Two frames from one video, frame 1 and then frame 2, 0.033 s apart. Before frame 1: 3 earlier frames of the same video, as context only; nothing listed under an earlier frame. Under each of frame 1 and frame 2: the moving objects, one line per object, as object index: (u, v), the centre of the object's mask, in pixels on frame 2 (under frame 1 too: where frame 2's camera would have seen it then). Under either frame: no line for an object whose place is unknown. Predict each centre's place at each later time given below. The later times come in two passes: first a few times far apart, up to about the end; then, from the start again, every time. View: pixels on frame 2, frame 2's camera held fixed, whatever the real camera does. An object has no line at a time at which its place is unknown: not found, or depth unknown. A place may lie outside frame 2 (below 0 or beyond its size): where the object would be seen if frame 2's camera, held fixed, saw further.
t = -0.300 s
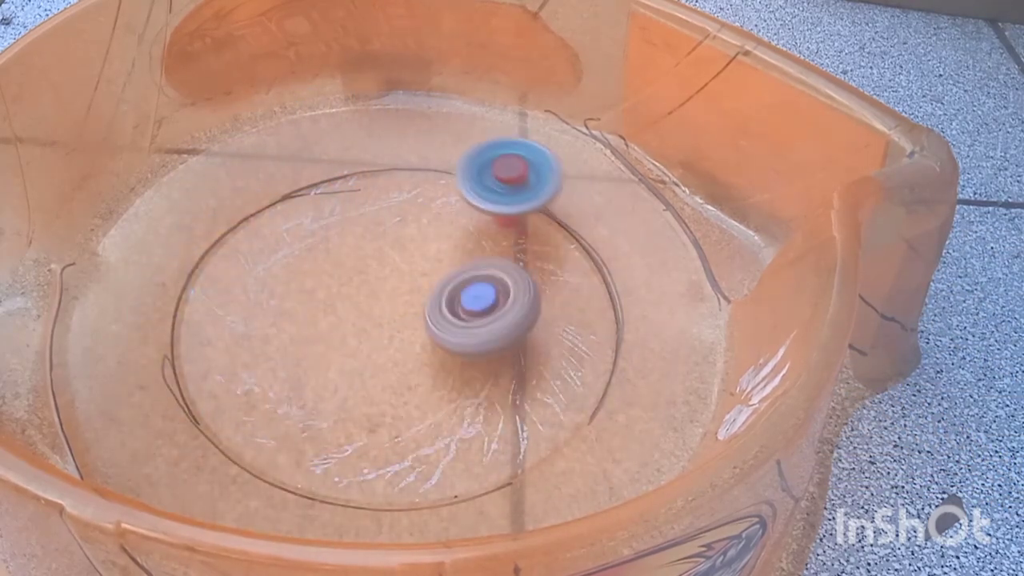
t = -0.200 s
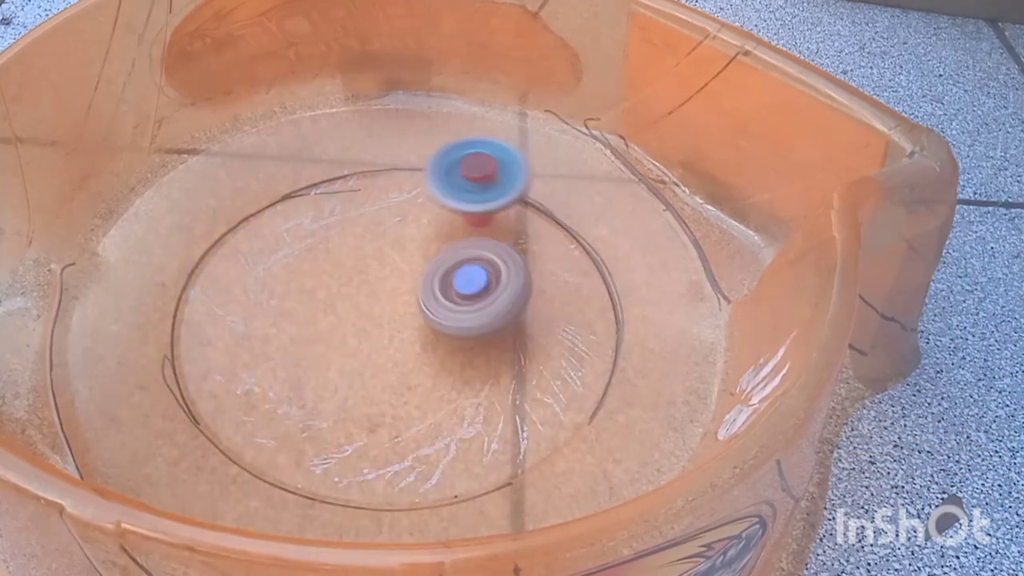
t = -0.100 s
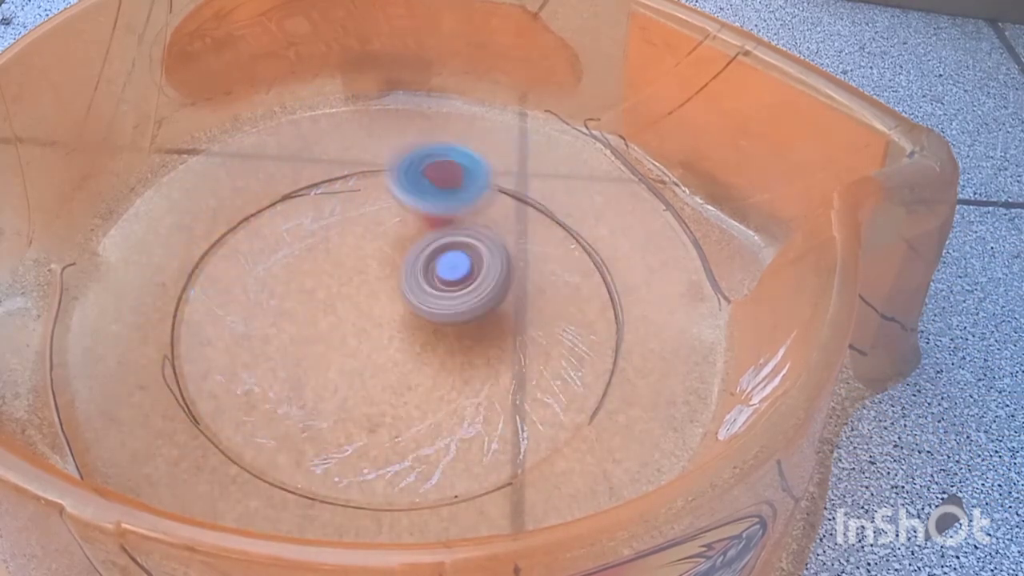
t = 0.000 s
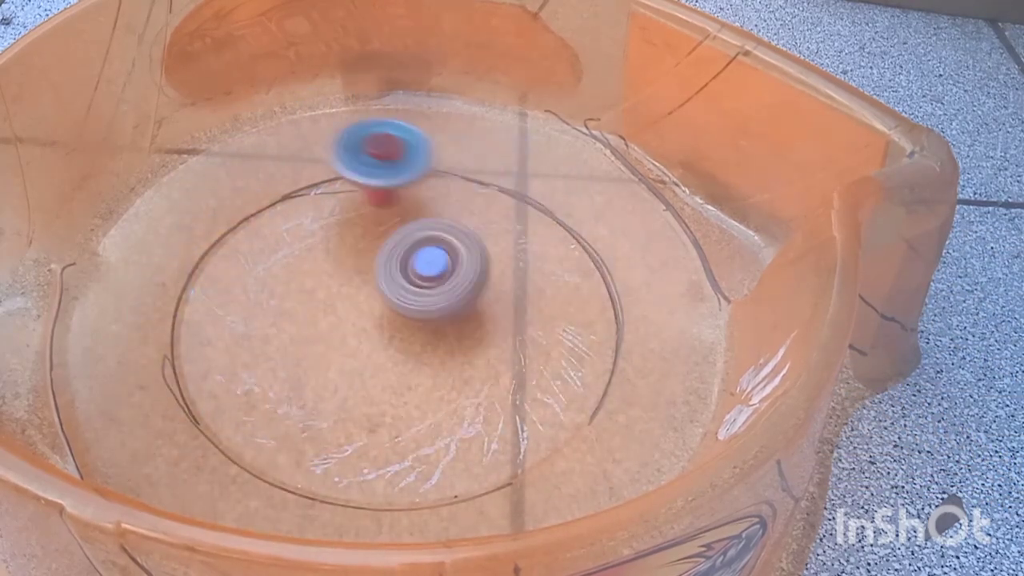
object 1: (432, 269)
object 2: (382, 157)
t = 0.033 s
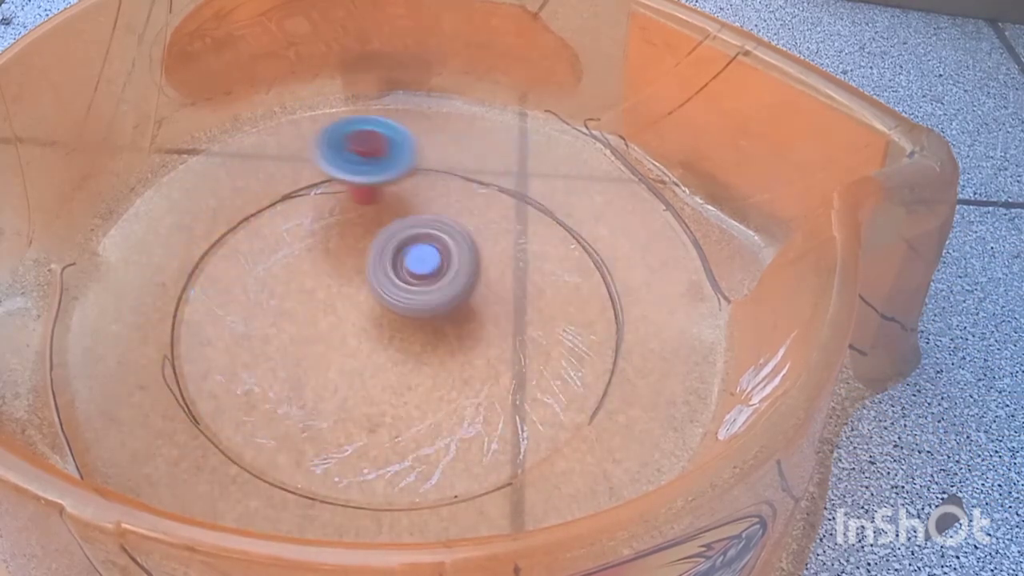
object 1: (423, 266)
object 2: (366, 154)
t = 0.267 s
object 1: (358, 266)
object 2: (259, 178)
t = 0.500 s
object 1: (308, 299)
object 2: (209, 235)
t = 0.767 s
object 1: (338, 388)
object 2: (141, 279)
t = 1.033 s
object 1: (413, 422)
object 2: (133, 295)
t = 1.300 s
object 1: (473, 381)
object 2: (294, 298)
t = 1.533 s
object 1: (454, 323)
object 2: (447, 224)
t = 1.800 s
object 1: (376, 287)
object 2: (535, 182)
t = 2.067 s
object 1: (283, 304)
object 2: (529, 224)
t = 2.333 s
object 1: (242, 357)
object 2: (496, 296)
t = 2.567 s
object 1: (282, 394)
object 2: (398, 349)
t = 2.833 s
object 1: (329, 399)
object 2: (321, 306)
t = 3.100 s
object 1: (361, 349)
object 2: (247, 256)
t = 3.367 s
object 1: (342, 302)
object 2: (230, 215)
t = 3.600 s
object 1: (327, 308)
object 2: (232, 226)
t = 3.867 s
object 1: (340, 374)
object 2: (296, 193)
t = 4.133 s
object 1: (378, 393)
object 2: (400, 180)
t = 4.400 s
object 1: (405, 356)
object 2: (484, 233)
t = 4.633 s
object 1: (377, 316)
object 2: (522, 304)
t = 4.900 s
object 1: (309, 306)
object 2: (468, 376)
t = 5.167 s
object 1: (255, 329)
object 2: (339, 389)
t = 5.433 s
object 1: (263, 375)
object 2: (406, 343)
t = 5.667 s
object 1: (334, 377)
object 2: (404, 287)
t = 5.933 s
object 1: (367, 336)
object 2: (451, 151)
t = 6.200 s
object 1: (336, 269)
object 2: (407, 129)
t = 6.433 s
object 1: (230, 211)
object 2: (422, 201)
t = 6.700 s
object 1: (243, 201)
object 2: (443, 329)
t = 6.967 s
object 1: (308, 252)
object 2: (359, 431)
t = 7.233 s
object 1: (447, 361)
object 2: (286, 396)
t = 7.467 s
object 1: (531, 413)
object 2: (280, 295)
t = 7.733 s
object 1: (507, 381)
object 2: (352, 202)
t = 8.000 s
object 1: (354, 268)
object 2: (473, 175)
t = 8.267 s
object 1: (179, 231)
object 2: (545, 264)
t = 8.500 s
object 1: (286, 305)
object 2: (533, 394)
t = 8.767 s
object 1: (421, 335)
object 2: (317, 467)
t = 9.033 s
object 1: (456, 244)
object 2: (206, 317)
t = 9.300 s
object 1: (423, 180)
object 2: (336, 159)
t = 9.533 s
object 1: (437, 210)
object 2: (335, 126)
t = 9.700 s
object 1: (432, 200)
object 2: (335, 142)
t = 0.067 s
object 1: (414, 264)
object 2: (349, 152)
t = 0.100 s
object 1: (405, 262)
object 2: (333, 152)
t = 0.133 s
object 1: (396, 261)
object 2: (317, 152)
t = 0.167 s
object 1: (386, 261)
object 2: (302, 156)
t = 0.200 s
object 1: (377, 262)
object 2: (287, 165)
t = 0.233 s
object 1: (367, 264)
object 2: (272, 172)
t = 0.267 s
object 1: (358, 266)
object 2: (259, 178)
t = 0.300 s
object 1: (350, 268)
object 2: (249, 184)
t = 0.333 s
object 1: (341, 272)
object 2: (240, 190)
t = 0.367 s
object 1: (333, 277)
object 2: (233, 198)
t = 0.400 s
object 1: (326, 281)
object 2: (227, 207)
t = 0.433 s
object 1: (319, 286)
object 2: (222, 216)
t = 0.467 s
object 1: (313, 292)
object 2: (217, 226)
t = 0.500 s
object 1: (308, 299)
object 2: (209, 235)
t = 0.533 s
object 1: (304, 309)
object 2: (200, 245)
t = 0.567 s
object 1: (301, 315)
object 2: (193, 255)
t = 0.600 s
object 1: (299, 322)
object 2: (187, 265)
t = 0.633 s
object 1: (298, 329)
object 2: (184, 275)
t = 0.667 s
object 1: (299, 339)
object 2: (180, 282)
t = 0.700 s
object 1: (302, 348)
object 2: (182, 293)
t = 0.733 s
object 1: (318, 366)
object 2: (162, 284)
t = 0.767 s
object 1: (338, 388)
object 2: (141, 279)
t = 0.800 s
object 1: (351, 401)
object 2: (130, 274)
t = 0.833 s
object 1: (360, 409)
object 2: (123, 279)
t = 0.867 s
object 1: (368, 414)
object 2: (121, 280)
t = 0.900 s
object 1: (376, 420)
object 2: (122, 284)
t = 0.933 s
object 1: (385, 423)
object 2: (124, 289)
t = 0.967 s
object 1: (394, 423)
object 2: (126, 292)
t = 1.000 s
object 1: (403, 423)
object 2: (128, 294)
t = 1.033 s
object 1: (413, 422)
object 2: (133, 295)
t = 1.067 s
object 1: (425, 421)
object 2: (143, 298)
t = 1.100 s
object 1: (433, 418)
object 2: (157, 301)
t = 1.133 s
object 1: (443, 414)
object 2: (176, 307)
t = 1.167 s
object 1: (451, 409)
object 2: (200, 316)
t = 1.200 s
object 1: (460, 403)
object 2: (225, 318)
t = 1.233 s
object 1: (465, 396)
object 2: (248, 314)
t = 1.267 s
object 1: (470, 389)
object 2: (271, 307)
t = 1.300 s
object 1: (473, 381)
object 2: (294, 298)
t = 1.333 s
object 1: (474, 373)
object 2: (318, 287)
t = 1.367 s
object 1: (475, 364)
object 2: (342, 275)
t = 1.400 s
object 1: (473, 355)
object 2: (366, 263)
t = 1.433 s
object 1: (470, 346)
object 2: (389, 251)
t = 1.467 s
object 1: (466, 339)
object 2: (410, 240)
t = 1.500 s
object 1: (461, 330)
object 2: (430, 231)
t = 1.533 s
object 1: (454, 323)
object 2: (447, 224)
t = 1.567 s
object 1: (447, 318)
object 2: (464, 216)
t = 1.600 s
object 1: (438, 312)
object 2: (477, 210)
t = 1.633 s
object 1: (430, 306)
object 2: (490, 204)
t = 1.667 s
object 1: (420, 300)
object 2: (501, 198)
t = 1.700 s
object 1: (411, 296)
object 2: (512, 193)
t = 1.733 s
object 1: (399, 292)
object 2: (521, 188)
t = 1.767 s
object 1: (388, 289)
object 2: (529, 184)
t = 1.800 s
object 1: (376, 287)
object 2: (535, 182)
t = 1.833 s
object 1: (364, 286)
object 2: (536, 182)
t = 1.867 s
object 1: (351, 286)
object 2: (530, 187)
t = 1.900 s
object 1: (339, 288)
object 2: (525, 191)
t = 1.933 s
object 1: (327, 290)
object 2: (525, 196)
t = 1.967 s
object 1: (316, 292)
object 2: (526, 202)
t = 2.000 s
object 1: (304, 296)
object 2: (528, 208)
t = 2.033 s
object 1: (293, 299)
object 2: (529, 215)
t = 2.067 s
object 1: (283, 304)
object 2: (529, 224)
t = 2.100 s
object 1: (274, 309)
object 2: (528, 232)
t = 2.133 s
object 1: (266, 315)
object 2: (527, 241)
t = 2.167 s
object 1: (259, 322)
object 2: (524, 251)
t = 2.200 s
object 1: (252, 328)
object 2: (522, 260)
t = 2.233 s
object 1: (248, 335)
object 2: (517, 270)
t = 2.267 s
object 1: (245, 342)
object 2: (511, 279)
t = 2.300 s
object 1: (243, 349)
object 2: (504, 288)
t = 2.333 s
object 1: (242, 357)
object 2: (496, 296)
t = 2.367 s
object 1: (244, 364)
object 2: (485, 305)
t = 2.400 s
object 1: (247, 370)
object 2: (473, 313)
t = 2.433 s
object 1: (250, 377)
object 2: (459, 322)
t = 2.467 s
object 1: (257, 382)
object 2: (445, 330)
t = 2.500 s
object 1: (264, 386)
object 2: (430, 337)
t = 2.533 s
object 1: (272, 391)
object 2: (414, 344)
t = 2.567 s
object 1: (282, 394)
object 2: (398, 349)
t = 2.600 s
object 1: (286, 398)
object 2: (383, 353)
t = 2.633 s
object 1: (287, 403)
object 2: (380, 348)
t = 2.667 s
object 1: (290, 407)
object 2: (379, 338)
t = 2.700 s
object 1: (298, 408)
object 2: (372, 332)
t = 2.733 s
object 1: (305, 407)
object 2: (360, 326)
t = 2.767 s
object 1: (313, 405)
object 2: (346, 318)
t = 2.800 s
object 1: (323, 402)
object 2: (334, 311)
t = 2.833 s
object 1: (329, 399)
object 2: (321, 306)
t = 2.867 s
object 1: (336, 396)
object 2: (309, 300)
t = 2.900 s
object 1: (342, 391)
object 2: (298, 293)
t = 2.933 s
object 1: (347, 385)
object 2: (288, 287)
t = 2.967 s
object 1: (351, 380)
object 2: (278, 280)
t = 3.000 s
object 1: (356, 372)
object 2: (268, 273)
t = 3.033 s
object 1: (359, 364)
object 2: (260, 267)
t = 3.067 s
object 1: (360, 357)
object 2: (253, 261)
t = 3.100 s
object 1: (361, 349)
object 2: (247, 256)
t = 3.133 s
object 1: (361, 342)
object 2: (242, 251)
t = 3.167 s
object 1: (359, 334)
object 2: (238, 247)
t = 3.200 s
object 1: (357, 325)
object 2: (236, 243)
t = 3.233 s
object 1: (354, 319)
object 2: (236, 239)
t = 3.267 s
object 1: (349, 311)
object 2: (236, 236)
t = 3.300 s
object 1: (343, 306)
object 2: (239, 233)
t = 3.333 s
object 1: (336, 299)
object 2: (242, 231)
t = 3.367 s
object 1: (342, 302)
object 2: (230, 215)
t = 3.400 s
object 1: (352, 303)
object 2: (213, 202)
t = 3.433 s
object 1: (358, 306)
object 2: (211, 197)
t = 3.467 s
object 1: (359, 306)
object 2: (211, 200)
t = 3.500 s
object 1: (354, 306)
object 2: (213, 202)
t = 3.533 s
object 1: (344, 305)
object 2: (215, 206)
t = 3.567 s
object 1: (335, 306)
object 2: (224, 218)
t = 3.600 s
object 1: (327, 308)
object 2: (232, 226)
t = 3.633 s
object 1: (322, 312)
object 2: (238, 228)
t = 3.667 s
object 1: (329, 328)
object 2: (231, 212)
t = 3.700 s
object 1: (336, 342)
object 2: (232, 195)
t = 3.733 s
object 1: (338, 351)
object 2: (240, 190)
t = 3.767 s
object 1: (338, 355)
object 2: (254, 194)
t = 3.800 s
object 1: (337, 362)
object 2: (271, 197)
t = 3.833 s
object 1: (339, 368)
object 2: (284, 196)
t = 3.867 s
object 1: (340, 374)
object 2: (296, 193)
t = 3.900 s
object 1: (342, 379)
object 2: (308, 188)
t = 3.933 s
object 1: (345, 384)
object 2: (321, 185)
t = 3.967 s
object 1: (349, 388)
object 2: (334, 182)
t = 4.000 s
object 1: (354, 391)
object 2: (348, 180)
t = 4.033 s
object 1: (360, 393)
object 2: (361, 179)
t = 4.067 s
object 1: (366, 394)
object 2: (374, 178)
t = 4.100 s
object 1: (372, 394)
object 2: (387, 179)
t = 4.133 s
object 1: (378, 393)
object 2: (400, 180)
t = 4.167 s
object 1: (384, 390)
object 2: (412, 183)
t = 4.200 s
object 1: (389, 387)
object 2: (423, 186)
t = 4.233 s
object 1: (394, 383)
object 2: (434, 192)
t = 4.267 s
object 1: (398, 379)
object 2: (445, 199)
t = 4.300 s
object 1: (402, 373)
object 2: (455, 206)
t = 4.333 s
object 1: (403, 368)
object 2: (465, 215)
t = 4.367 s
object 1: (405, 362)
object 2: (475, 223)
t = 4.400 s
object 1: (405, 356)
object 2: (484, 233)
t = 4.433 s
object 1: (403, 349)
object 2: (493, 242)
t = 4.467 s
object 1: (402, 343)
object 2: (501, 252)
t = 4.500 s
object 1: (399, 337)
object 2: (508, 263)
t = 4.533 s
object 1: (394, 331)
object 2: (514, 274)
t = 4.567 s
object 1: (390, 326)
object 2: (518, 284)
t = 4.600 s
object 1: (384, 321)
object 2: (521, 294)
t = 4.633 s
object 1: (377, 316)
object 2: (522, 304)
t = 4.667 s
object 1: (370, 313)
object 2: (522, 315)
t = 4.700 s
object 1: (362, 310)
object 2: (520, 325)
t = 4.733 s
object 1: (354, 307)
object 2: (516, 334)
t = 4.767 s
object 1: (345, 306)
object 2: (510, 344)
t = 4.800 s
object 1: (336, 305)
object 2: (502, 352)
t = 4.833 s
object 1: (327, 305)
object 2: (492, 361)
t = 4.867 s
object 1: (318, 305)
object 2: (481, 369)
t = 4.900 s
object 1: (309, 306)
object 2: (468, 376)
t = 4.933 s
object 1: (300, 308)
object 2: (454, 383)
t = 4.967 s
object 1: (293, 311)
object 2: (438, 388)
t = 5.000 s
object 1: (285, 314)
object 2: (422, 392)
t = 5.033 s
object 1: (278, 316)
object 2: (404, 394)
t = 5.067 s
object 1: (273, 320)
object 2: (388, 395)
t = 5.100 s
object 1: (268, 325)
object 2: (371, 395)
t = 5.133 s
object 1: (262, 327)
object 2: (356, 393)
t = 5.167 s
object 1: (255, 329)
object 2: (339, 389)
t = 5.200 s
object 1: (249, 331)
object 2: (328, 382)
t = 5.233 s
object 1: (242, 334)
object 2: (333, 374)
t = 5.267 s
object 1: (243, 338)
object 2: (349, 381)
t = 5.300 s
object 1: (244, 346)
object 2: (364, 376)
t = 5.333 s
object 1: (243, 352)
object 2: (382, 366)
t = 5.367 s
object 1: (247, 363)
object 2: (396, 356)
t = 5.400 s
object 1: (254, 369)
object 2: (403, 349)
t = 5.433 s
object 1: (263, 375)
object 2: (406, 343)
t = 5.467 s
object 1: (272, 378)
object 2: (406, 337)
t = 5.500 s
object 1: (283, 380)
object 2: (406, 330)
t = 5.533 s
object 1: (295, 380)
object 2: (405, 322)
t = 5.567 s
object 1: (307, 379)
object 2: (404, 315)
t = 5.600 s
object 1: (319, 377)
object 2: (402, 308)
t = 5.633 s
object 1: (329, 374)
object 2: (401, 299)
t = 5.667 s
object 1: (334, 377)
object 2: (404, 287)
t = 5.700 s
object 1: (339, 375)
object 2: (416, 264)
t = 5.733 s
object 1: (348, 375)
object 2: (429, 240)
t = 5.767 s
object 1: (355, 370)
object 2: (436, 219)
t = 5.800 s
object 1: (360, 365)
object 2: (443, 201)
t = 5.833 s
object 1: (363, 358)
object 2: (447, 189)
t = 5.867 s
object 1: (366, 352)
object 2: (448, 176)
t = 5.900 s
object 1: (367, 344)
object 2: (449, 163)
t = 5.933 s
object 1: (367, 336)
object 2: (451, 151)
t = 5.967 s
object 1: (365, 327)
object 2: (450, 139)
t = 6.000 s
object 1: (362, 319)
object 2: (443, 133)
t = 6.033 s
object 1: (359, 310)
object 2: (437, 128)
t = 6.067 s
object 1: (356, 304)
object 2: (431, 124)
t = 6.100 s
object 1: (351, 295)
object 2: (425, 123)
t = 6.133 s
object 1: (346, 286)
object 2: (419, 123)
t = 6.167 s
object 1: (341, 277)
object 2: (413, 125)
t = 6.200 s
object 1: (336, 269)
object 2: (407, 129)
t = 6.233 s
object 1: (329, 260)
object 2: (400, 136)
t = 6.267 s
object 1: (323, 252)
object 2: (387, 148)
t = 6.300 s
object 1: (315, 242)
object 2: (380, 158)
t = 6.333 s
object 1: (291, 236)
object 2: (395, 165)
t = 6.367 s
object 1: (267, 228)
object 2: (408, 175)
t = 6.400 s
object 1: (246, 220)
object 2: (415, 187)
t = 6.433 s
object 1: (230, 211)
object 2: (422, 201)
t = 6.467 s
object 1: (221, 203)
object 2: (428, 215)
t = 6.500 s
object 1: (217, 197)
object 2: (434, 231)
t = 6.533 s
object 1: (214, 194)
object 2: (439, 247)
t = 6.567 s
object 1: (218, 192)
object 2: (444, 263)
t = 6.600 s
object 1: (222, 192)
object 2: (447, 279)
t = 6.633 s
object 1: (228, 193)
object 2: (447, 297)
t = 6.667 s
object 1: (235, 197)
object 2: (445, 313)
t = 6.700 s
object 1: (243, 201)
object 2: (443, 329)
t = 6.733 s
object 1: (252, 210)
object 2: (438, 346)
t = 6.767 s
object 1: (261, 217)
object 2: (431, 361)
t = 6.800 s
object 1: (268, 222)
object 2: (423, 377)
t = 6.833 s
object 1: (274, 227)
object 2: (412, 391)
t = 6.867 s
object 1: (278, 232)
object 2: (401, 404)
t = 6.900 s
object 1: (286, 236)
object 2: (388, 416)
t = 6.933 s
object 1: (295, 243)
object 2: (373, 425)
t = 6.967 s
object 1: (308, 252)
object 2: (359, 431)
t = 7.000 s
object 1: (322, 262)
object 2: (345, 436)
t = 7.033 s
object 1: (340, 275)
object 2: (331, 437)
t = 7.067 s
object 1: (355, 286)
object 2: (326, 435)
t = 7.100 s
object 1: (373, 301)
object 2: (320, 428)
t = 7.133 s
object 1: (394, 316)
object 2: (310, 422)
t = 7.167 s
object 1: (413, 332)
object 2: (300, 415)
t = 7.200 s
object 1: (431, 348)
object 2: (293, 407)
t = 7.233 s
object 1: (447, 361)
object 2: (286, 396)
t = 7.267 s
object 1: (467, 376)
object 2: (280, 384)
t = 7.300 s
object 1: (484, 387)
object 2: (276, 372)
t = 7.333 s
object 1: (499, 398)
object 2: (274, 358)
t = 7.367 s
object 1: (510, 405)
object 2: (273, 343)
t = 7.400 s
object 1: (519, 410)
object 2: (274, 328)
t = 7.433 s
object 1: (526, 412)
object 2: (277, 311)
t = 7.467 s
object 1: (531, 413)
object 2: (280, 295)
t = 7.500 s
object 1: (533, 413)
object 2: (285, 281)
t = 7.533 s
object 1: (533, 412)
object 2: (291, 267)
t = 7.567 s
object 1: (530, 410)
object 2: (298, 253)
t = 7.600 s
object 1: (527, 406)
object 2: (307, 241)
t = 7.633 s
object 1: (523, 402)
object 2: (316, 229)
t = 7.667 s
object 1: (519, 397)
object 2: (328, 218)
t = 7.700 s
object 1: (514, 390)
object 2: (340, 210)
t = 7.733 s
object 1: (507, 381)
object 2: (352, 202)
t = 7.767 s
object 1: (499, 371)
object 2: (364, 196)
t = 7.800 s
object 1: (487, 358)
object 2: (377, 190)
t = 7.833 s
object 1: (474, 344)
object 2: (390, 186)
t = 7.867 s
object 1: (457, 326)
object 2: (403, 184)
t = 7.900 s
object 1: (441, 309)
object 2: (415, 182)
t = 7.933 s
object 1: (422, 290)
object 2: (427, 183)
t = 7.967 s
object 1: (394, 275)
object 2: (439, 182)
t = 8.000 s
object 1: (354, 268)
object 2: (473, 175)
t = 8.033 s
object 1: (315, 260)
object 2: (496, 173)
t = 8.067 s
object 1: (280, 252)
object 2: (511, 176)
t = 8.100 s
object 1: (249, 246)
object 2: (515, 186)
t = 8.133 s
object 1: (215, 237)
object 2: (515, 198)
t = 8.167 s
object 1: (197, 230)
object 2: (516, 210)
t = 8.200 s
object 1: (187, 229)
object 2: (522, 227)
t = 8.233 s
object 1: (180, 228)
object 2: (533, 246)
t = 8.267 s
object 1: (179, 231)
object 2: (545, 264)
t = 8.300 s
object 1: (184, 236)
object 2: (557, 284)
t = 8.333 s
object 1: (195, 241)
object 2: (565, 302)
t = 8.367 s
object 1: (209, 250)
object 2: (569, 321)
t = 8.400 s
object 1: (228, 260)
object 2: (568, 342)
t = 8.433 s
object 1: (244, 270)
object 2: (563, 364)
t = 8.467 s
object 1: (265, 283)
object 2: (552, 381)
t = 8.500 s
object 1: (286, 305)
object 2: (533, 394)
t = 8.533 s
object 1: (303, 321)
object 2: (509, 403)
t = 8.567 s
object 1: (329, 344)
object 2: (484, 420)
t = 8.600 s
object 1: (352, 362)
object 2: (454, 434)
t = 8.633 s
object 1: (373, 370)
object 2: (428, 454)
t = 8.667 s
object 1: (391, 361)
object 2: (406, 459)
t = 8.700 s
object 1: (400, 358)
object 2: (380, 470)
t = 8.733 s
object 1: (411, 345)
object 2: (347, 469)
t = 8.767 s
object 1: (421, 335)
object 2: (317, 467)
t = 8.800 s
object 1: (429, 328)
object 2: (286, 454)
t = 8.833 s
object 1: (437, 316)
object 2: (259, 441)
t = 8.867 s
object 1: (443, 306)
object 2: (235, 420)
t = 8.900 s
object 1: (447, 294)
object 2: (217, 399)
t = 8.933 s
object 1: (452, 281)
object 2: (203, 376)
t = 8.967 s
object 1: (454, 270)
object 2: (197, 356)
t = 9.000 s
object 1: (456, 255)
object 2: (199, 333)
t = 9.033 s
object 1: (456, 244)
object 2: (206, 317)
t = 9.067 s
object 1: (454, 232)
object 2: (222, 298)
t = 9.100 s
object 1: (448, 223)
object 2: (235, 277)
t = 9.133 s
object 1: (441, 215)
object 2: (252, 257)
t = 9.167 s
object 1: (434, 207)
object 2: (274, 233)
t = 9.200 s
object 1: (426, 199)
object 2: (301, 209)
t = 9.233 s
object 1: (422, 194)
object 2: (325, 187)
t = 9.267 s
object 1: (424, 184)
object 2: (334, 172)
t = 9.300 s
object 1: (423, 180)
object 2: (336, 159)
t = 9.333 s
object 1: (426, 177)
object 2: (340, 153)
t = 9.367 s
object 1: (427, 177)
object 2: (347, 151)
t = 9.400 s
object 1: (424, 182)
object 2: (351, 151)
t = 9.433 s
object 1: (429, 193)
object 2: (344, 147)
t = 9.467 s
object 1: (433, 203)
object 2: (340, 134)
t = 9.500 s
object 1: (434, 207)
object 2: (338, 126)
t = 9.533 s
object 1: (437, 210)
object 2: (335, 126)
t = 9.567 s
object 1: (439, 211)
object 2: (334, 123)
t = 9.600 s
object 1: (440, 211)
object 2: (333, 123)
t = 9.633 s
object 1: (440, 209)
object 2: (333, 126)
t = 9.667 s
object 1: (437, 206)
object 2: (332, 132)
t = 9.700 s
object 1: (432, 200)
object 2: (335, 142)
